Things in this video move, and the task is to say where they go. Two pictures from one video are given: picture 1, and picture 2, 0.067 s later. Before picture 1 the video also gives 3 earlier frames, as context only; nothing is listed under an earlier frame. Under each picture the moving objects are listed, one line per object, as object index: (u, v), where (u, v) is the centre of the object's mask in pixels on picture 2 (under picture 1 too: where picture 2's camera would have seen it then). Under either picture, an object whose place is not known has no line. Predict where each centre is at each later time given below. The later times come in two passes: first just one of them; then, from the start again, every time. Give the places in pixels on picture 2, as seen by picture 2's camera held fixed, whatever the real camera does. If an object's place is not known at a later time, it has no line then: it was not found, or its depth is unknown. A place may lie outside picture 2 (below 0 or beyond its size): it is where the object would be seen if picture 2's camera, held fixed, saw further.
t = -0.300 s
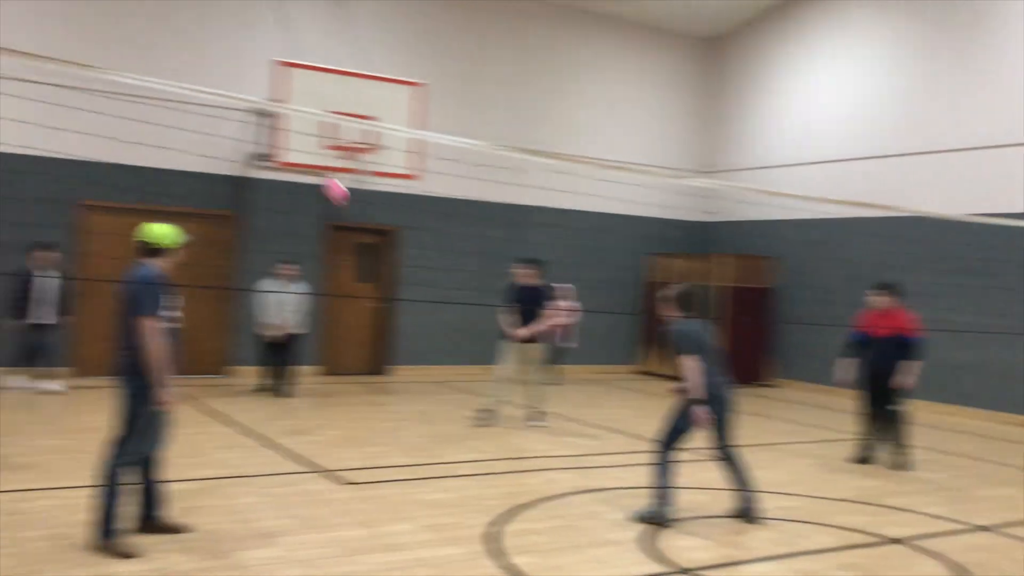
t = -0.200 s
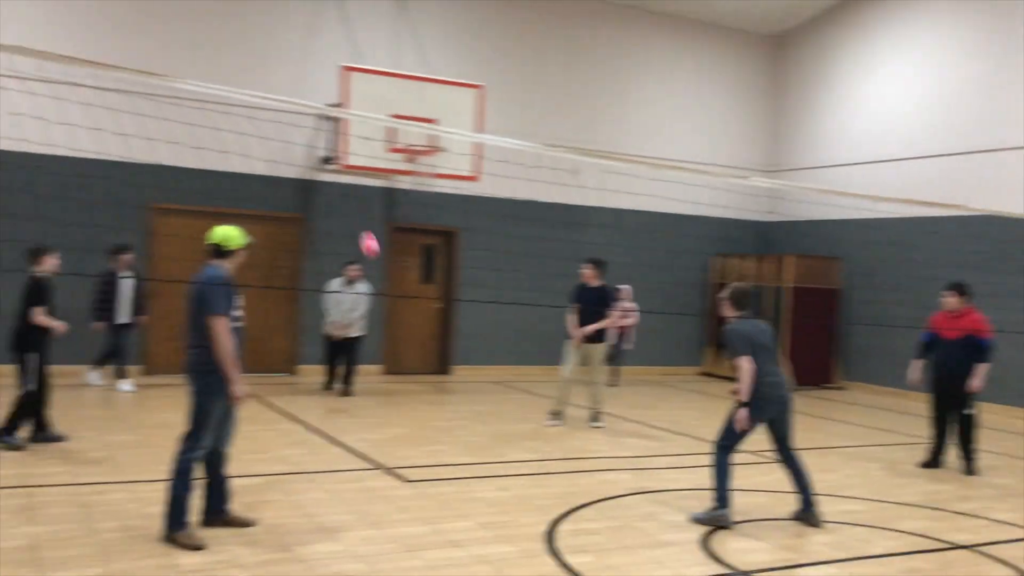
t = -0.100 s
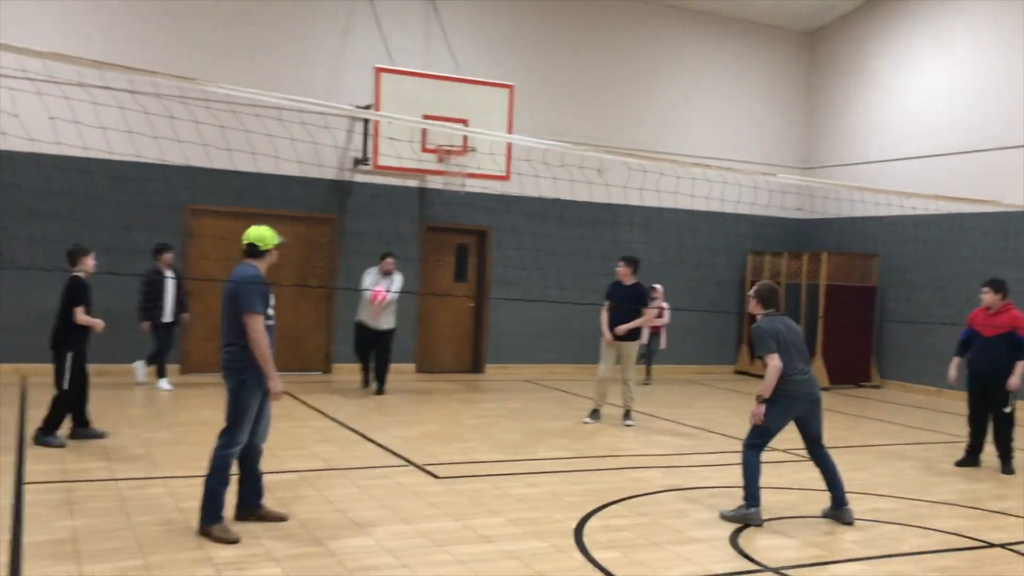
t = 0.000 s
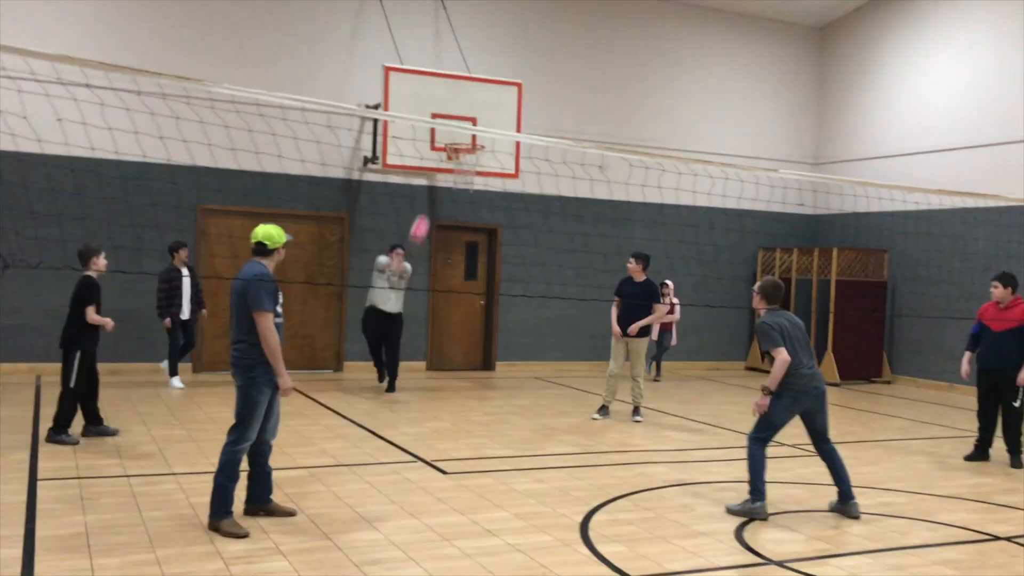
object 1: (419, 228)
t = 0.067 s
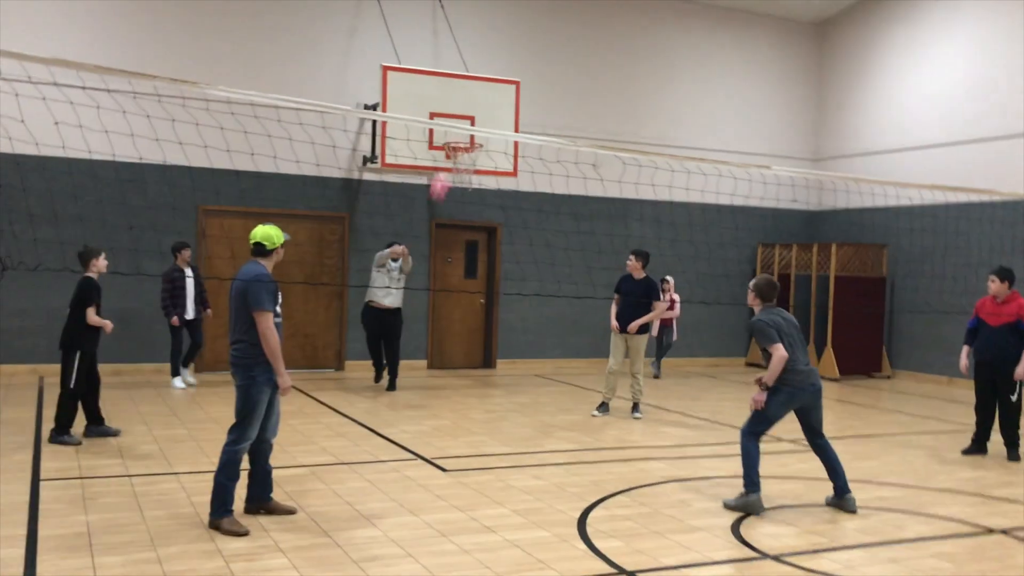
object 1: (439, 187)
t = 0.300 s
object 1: (517, 66)
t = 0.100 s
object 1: (451, 164)
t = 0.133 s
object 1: (463, 148)
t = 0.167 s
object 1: (475, 124)
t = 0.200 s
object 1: (484, 112)
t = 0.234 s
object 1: (495, 97)
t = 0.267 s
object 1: (507, 80)
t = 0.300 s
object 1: (517, 66)
